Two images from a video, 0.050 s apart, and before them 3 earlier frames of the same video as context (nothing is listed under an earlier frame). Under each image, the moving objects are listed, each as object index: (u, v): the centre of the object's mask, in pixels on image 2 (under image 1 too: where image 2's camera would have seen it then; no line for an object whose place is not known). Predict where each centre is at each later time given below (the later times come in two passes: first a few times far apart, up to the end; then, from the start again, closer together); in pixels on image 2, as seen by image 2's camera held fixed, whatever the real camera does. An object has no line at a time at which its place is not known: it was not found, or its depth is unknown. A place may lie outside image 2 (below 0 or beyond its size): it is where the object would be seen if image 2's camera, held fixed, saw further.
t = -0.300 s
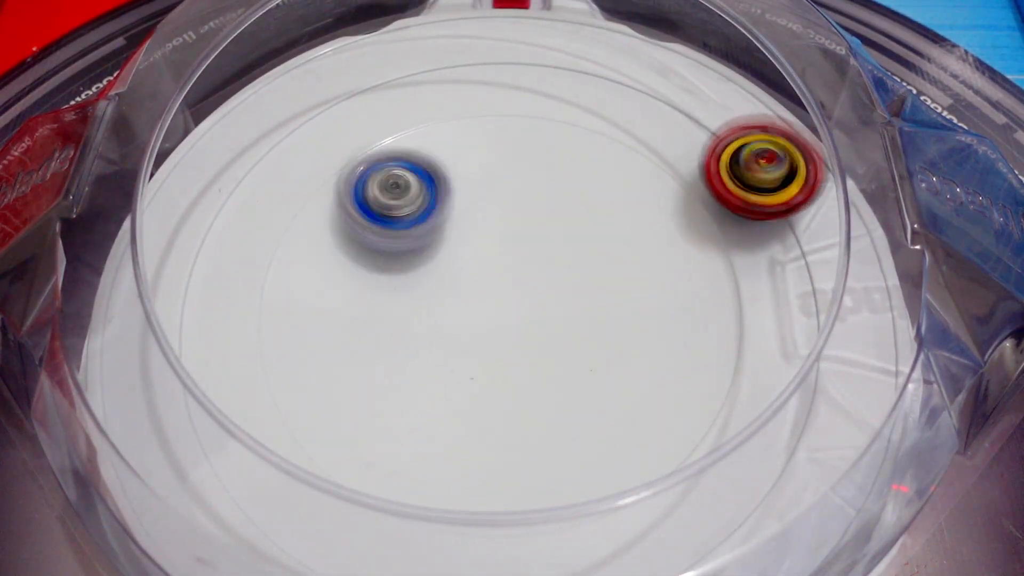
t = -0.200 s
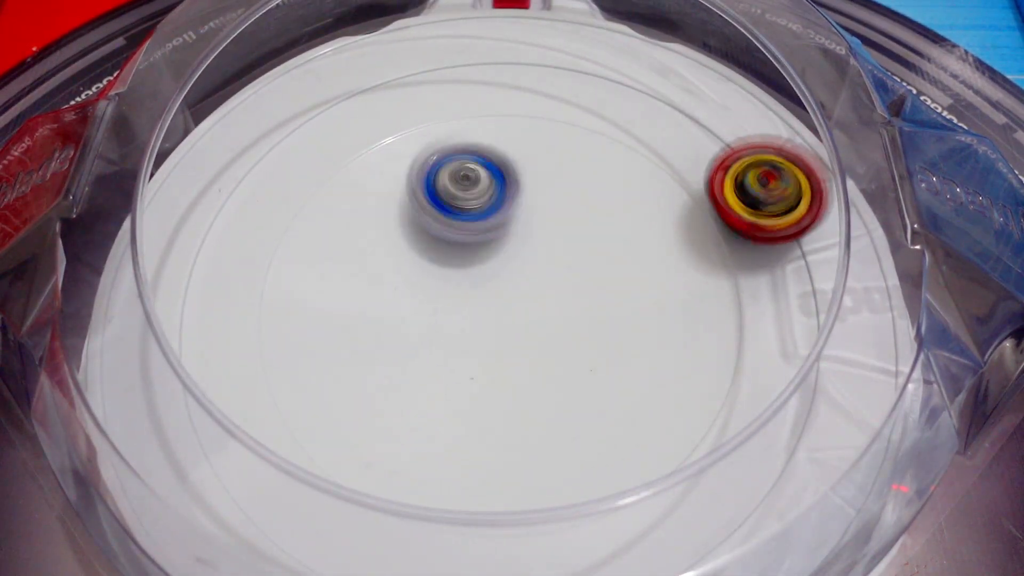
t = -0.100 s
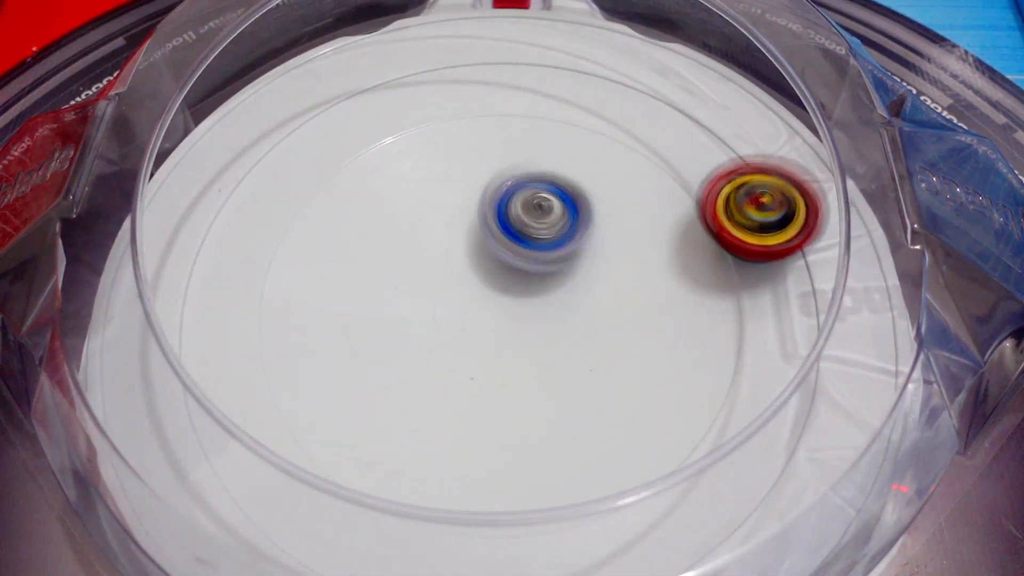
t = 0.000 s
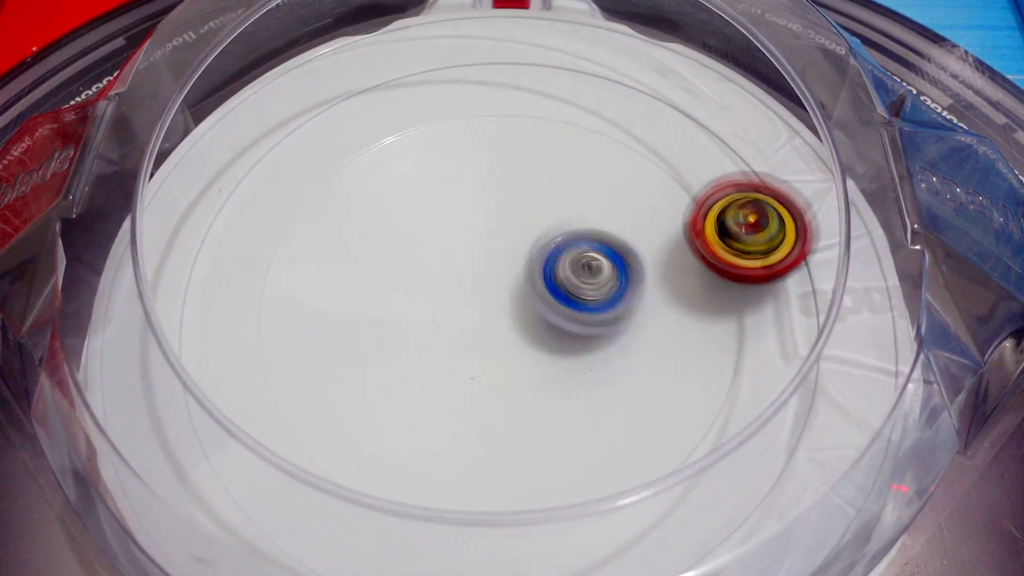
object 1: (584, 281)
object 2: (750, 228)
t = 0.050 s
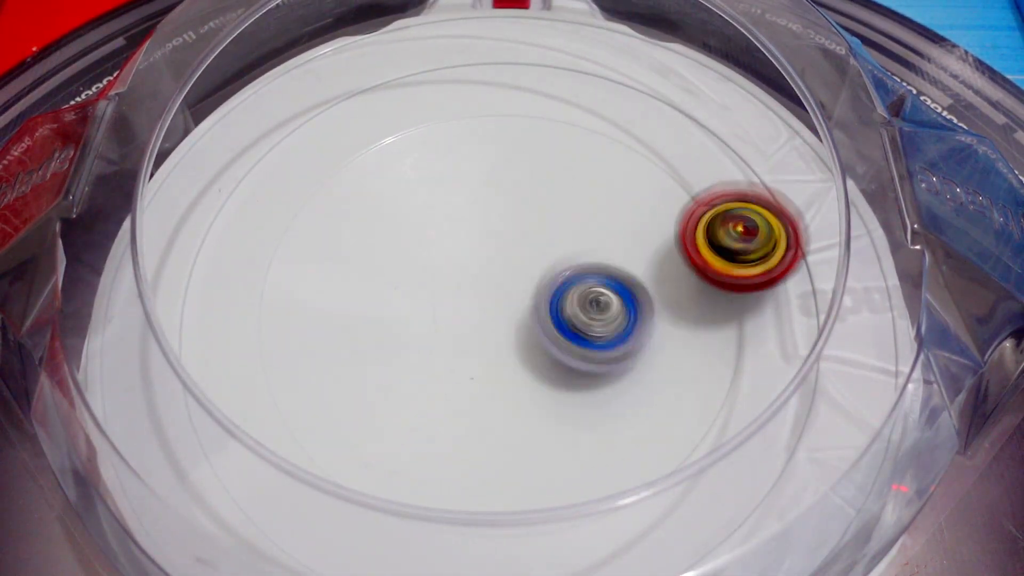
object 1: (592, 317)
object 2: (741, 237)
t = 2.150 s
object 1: (714, 123)
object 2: (529, 301)
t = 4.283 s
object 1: (435, 276)
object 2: (848, 260)
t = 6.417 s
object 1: (562, 304)
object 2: (412, 312)
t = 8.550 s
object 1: (526, 228)
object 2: (414, 378)
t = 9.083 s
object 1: (563, 257)
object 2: (356, 372)
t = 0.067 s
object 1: (594, 327)
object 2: (737, 239)
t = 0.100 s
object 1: (588, 352)
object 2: (720, 247)
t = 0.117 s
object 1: (584, 361)
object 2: (708, 250)
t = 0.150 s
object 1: (570, 384)
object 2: (683, 256)
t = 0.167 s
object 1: (562, 391)
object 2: (667, 257)
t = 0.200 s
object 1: (542, 410)
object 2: (634, 260)
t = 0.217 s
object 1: (533, 415)
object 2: (615, 261)
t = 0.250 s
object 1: (507, 429)
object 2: (577, 261)
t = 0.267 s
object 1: (497, 432)
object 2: (556, 262)
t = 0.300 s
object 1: (469, 436)
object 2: (516, 263)
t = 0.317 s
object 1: (459, 436)
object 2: (496, 266)
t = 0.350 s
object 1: (432, 431)
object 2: (457, 271)
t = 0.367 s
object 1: (423, 428)
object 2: (440, 274)
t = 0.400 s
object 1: (401, 415)
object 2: (407, 281)
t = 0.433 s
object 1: (390, 410)
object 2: (386, 280)
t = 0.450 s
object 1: (385, 409)
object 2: (369, 266)
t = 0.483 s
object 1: (377, 415)
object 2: (346, 245)
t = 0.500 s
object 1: (376, 413)
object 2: (338, 233)
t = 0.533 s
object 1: (374, 406)
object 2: (322, 216)
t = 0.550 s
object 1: (372, 403)
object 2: (314, 208)
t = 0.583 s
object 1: (376, 391)
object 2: (308, 197)
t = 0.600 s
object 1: (377, 381)
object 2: (306, 192)
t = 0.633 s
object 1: (379, 365)
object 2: (303, 185)
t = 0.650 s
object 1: (387, 357)
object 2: (304, 184)
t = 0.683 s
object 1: (395, 336)
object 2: (307, 184)
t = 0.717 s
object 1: (408, 319)
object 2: (313, 187)
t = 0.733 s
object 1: (418, 311)
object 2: (318, 190)
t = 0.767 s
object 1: (436, 292)
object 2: (329, 197)
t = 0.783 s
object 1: (445, 287)
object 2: (334, 201)
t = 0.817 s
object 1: (471, 274)
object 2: (350, 212)
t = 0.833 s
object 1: (481, 268)
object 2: (359, 218)
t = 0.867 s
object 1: (504, 262)
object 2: (376, 230)
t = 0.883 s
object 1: (519, 261)
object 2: (385, 238)
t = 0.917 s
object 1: (543, 256)
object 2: (403, 253)
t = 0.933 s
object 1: (553, 256)
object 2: (413, 260)
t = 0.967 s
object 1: (577, 259)
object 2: (435, 275)
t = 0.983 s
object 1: (584, 260)
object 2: (445, 282)
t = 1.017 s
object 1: (599, 269)
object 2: (471, 294)
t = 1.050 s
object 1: (615, 276)
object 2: (494, 303)
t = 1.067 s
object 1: (623, 281)
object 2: (499, 306)
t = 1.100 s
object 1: (662, 280)
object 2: (478, 318)
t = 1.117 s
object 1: (681, 283)
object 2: (464, 326)
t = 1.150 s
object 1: (714, 283)
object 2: (445, 339)
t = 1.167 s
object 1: (724, 285)
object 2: (438, 342)
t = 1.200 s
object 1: (740, 292)
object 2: (425, 344)
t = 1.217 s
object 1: (745, 297)
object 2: (420, 346)
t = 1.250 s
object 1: (755, 306)
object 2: (418, 347)
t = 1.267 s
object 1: (759, 307)
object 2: (417, 345)
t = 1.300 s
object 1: (763, 313)
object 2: (416, 342)
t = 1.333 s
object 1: (768, 318)
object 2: (420, 340)
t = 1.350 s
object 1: (772, 317)
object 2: (420, 337)
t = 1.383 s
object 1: (776, 310)
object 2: (425, 331)
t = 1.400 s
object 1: (783, 311)
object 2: (431, 329)
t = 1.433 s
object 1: (791, 308)
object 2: (438, 321)
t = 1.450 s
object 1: (783, 303)
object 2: (441, 316)
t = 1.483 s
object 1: (802, 297)
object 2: (450, 305)
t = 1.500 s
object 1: (808, 292)
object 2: (453, 300)
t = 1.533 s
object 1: (809, 278)
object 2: (459, 288)
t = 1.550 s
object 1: (812, 276)
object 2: (463, 281)
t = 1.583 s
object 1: (808, 273)
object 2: (467, 268)
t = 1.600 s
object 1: (806, 272)
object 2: (467, 262)
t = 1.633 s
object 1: (792, 269)
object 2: (469, 250)
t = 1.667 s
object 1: (789, 264)
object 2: (470, 240)
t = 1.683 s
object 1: (787, 260)
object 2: (471, 236)
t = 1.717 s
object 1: (781, 254)
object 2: (470, 229)
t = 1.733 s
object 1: (779, 252)
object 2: (468, 226)
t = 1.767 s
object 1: (777, 243)
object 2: (466, 224)
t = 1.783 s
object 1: (776, 239)
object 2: (465, 224)
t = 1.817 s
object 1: (771, 227)
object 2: (462, 226)
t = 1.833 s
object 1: (773, 220)
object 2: (461, 226)
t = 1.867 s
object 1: (764, 207)
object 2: (457, 231)
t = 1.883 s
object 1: (761, 202)
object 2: (453, 235)
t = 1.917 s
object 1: (756, 191)
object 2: (449, 244)
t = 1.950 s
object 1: (753, 180)
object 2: (447, 256)
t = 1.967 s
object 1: (750, 174)
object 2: (449, 262)
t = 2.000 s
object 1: (745, 163)
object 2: (456, 275)
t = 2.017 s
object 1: (742, 156)
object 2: (461, 282)
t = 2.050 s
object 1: (735, 144)
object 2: (476, 292)
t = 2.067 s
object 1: (732, 139)
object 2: (484, 295)
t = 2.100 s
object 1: (726, 128)
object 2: (502, 300)
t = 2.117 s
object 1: (722, 126)
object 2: (511, 302)
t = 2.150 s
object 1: (714, 123)
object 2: (529, 301)
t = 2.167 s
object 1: (711, 122)
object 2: (539, 298)
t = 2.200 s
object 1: (703, 118)
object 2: (554, 292)
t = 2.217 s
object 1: (698, 115)
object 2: (560, 289)
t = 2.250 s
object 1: (691, 108)
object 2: (570, 278)
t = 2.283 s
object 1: (679, 101)
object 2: (577, 267)
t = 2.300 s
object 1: (674, 97)
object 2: (579, 259)
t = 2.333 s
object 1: (664, 90)
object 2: (578, 246)
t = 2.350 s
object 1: (660, 87)
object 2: (576, 241)
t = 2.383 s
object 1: (651, 83)
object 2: (569, 228)
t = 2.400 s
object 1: (647, 81)
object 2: (564, 221)
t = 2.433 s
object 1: (639, 77)
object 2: (549, 212)
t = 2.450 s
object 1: (635, 75)
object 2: (539, 210)
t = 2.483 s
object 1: (627, 70)
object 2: (518, 208)
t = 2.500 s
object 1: (620, 69)
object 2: (507, 209)
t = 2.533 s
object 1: (611, 63)
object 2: (485, 216)
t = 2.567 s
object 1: (599, 62)
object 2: (464, 231)
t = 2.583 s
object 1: (594, 61)
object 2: (456, 241)
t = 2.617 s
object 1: (585, 59)
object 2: (442, 262)
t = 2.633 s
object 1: (582, 59)
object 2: (436, 272)
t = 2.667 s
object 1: (572, 57)
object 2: (431, 296)
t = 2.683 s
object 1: (566, 56)
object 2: (432, 310)
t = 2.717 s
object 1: (556, 54)
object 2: (438, 333)
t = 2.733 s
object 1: (551, 53)
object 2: (441, 343)
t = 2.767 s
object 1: (540, 51)
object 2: (455, 361)
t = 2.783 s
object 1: (534, 51)
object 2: (466, 369)
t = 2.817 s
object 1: (522, 51)
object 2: (487, 382)
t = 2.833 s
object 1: (516, 51)
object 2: (496, 388)
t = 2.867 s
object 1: (506, 51)
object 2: (520, 394)
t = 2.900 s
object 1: (496, 52)
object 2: (546, 395)
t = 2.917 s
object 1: (492, 52)
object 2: (560, 392)
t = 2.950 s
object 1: (483, 52)
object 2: (584, 384)
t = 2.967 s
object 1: (478, 53)
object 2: (596, 380)
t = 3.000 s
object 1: (469, 54)
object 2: (616, 365)
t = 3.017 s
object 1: (465, 54)
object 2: (622, 355)
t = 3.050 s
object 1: (456, 54)
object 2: (631, 334)
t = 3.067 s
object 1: (451, 56)
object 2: (635, 323)
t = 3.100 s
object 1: (444, 56)
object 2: (633, 299)
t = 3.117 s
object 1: (440, 57)
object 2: (628, 288)
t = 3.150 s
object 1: (430, 60)
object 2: (616, 267)
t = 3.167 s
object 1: (426, 61)
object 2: (608, 256)
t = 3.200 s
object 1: (418, 64)
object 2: (586, 239)
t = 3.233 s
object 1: (410, 70)
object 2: (560, 226)
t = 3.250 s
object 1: (406, 71)
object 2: (549, 221)
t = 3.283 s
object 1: (398, 75)
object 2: (520, 214)
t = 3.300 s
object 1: (395, 77)
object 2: (504, 213)
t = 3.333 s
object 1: (389, 82)
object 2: (476, 213)
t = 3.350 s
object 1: (385, 84)
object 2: (463, 214)
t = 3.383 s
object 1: (380, 88)
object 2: (438, 220)
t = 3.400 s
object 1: (378, 91)
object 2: (426, 224)
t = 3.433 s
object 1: (373, 97)
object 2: (405, 236)
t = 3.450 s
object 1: (371, 100)
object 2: (397, 241)
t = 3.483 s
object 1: (367, 106)
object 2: (380, 256)
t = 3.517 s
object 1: (364, 112)
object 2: (367, 274)
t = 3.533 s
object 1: (362, 115)
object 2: (364, 283)
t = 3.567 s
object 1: (358, 121)
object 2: (358, 303)
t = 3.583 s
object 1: (357, 126)
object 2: (355, 315)
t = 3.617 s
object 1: (356, 132)
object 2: (358, 336)
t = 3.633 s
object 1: (356, 137)
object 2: (361, 345)
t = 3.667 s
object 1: (363, 149)
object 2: (374, 366)
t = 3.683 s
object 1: (368, 157)
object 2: (383, 377)
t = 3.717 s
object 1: (380, 172)
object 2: (407, 391)
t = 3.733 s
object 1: (388, 180)
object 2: (419, 394)
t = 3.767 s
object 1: (406, 198)
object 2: (450, 401)
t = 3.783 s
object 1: (416, 209)
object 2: (468, 399)
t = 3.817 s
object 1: (438, 228)
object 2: (499, 395)
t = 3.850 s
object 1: (461, 249)
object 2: (529, 384)
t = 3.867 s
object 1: (473, 258)
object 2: (543, 378)
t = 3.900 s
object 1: (494, 274)
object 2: (566, 358)
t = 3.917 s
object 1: (501, 282)
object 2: (579, 349)
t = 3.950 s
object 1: (490, 281)
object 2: (637, 350)
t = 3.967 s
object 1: (484, 279)
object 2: (664, 347)
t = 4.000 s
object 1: (473, 281)
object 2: (710, 341)
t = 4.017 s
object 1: (468, 282)
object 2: (730, 335)
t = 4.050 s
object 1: (457, 286)
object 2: (758, 322)
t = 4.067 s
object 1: (450, 287)
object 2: (775, 320)
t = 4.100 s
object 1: (440, 289)
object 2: (804, 311)
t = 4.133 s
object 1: (435, 288)
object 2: (826, 304)
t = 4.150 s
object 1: (433, 289)
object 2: (832, 297)
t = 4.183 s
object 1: (429, 289)
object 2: (834, 288)
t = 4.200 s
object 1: (427, 287)
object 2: (837, 282)
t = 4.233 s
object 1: (426, 284)
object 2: (838, 272)
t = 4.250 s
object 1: (427, 280)
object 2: (838, 267)
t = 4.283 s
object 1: (435, 276)
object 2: (848, 260)
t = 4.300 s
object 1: (440, 278)
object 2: (850, 259)
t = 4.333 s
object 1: (449, 281)
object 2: (859, 252)
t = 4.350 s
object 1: (455, 283)
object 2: (863, 248)
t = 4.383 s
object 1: (465, 288)
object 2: (875, 245)
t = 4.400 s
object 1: (470, 289)
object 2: (889, 244)
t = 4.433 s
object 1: (481, 297)
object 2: (887, 240)
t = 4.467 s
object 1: (490, 309)
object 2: (894, 231)
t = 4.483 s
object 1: (490, 316)
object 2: (885, 231)
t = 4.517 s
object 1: (491, 325)
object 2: (872, 223)
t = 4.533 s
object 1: (493, 330)
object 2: (869, 219)
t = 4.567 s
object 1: (495, 338)
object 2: (862, 216)
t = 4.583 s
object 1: (496, 343)
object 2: (861, 209)
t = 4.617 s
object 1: (493, 354)
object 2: (858, 206)
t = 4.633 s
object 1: (489, 358)
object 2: (856, 200)
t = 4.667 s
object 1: (481, 363)
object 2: (853, 197)
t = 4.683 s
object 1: (478, 364)
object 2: (849, 193)
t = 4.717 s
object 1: (474, 366)
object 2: (847, 187)
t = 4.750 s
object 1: (464, 367)
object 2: (837, 187)
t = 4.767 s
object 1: (459, 365)
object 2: (834, 188)
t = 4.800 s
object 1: (451, 357)
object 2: (818, 192)
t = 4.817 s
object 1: (449, 351)
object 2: (814, 191)
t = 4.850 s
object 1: (450, 342)
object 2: (790, 196)
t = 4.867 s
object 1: (449, 339)
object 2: (784, 197)
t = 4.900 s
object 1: (454, 324)
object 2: (769, 200)
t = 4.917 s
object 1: (459, 318)
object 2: (756, 204)
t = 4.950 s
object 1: (471, 310)
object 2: (738, 209)
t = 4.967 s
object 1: (478, 306)
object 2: (725, 212)
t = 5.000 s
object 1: (489, 300)
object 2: (699, 221)
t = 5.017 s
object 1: (493, 297)
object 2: (684, 227)
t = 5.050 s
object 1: (509, 291)
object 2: (650, 235)
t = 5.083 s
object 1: (518, 297)
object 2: (618, 239)
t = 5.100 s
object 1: (496, 312)
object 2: (630, 225)
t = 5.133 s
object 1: (454, 336)
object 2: (650, 192)
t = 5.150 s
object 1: (433, 351)
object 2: (657, 177)
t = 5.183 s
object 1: (395, 365)
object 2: (665, 153)
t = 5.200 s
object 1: (381, 373)
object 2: (666, 141)
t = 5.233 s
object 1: (351, 386)
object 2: (663, 125)
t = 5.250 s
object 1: (343, 387)
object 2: (663, 118)
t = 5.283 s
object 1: (325, 393)
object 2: (662, 107)
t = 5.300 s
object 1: (319, 390)
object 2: (662, 103)
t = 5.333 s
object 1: (311, 389)
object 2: (667, 94)
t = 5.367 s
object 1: (307, 382)
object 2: (673, 85)
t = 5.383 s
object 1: (305, 379)
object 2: (676, 82)
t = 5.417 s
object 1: (306, 366)
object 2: (673, 82)
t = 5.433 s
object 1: (306, 364)
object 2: (670, 82)
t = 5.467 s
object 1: (309, 350)
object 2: (664, 84)
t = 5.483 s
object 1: (313, 348)
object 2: (663, 84)
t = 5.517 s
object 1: (320, 334)
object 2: (660, 85)
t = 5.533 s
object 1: (327, 329)
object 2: (661, 85)
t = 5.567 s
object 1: (337, 317)
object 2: (662, 83)
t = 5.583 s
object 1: (348, 310)
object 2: (663, 83)
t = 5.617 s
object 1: (360, 304)
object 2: (664, 81)
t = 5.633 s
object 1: (370, 295)
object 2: (664, 81)
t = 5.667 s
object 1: (388, 292)
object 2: (665, 80)
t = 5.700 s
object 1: (410, 282)
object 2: (663, 79)
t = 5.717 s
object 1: (418, 281)
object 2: (662, 79)
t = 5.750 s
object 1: (442, 273)
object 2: (661, 80)
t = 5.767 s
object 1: (452, 274)
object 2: (658, 80)
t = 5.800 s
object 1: (472, 266)
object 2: (657, 82)
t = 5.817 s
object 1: (485, 266)
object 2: (655, 83)
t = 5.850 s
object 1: (498, 264)
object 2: (651, 85)
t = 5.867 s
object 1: (510, 262)
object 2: (652, 86)
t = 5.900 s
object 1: (521, 264)
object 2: (647, 89)
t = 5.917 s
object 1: (530, 261)
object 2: (646, 90)
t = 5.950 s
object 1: (543, 265)
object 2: (642, 94)
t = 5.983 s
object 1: (559, 263)
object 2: (636, 97)
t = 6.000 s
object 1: (561, 266)
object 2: (635, 99)
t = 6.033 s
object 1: (571, 265)
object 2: (630, 104)
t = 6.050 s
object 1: (578, 268)
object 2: (624, 106)
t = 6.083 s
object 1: (581, 269)
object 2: (615, 116)
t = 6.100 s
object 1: (589, 271)
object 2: (607, 121)
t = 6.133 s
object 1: (590, 276)
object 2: (591, 133)
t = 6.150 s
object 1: (595, 274)
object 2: (582, 141)
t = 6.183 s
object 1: (595, 282)
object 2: (557, 159)
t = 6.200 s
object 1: (596, 279)
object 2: (546, 167)
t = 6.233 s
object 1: (596, 287)
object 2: (518, 185)
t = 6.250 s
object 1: (594, 286)
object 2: (505, 197)
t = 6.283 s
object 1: (595, 292)
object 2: (478, 217)
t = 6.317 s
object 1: (593, 294)
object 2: (454, 240)
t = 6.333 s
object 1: (588, 297)
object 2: (444, 253)
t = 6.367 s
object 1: (580, 300)
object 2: (427, 276)
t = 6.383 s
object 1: (576, 303)
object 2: (420, 288)
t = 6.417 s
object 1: (562, 304)
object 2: (412, 312)
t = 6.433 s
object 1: (558, 305)
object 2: (408, 324)
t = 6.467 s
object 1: (542, 303)
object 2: (407, 343)
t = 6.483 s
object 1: (537, 302)
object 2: (408, 353)
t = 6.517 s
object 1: (523, 299)
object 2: (410, 372)
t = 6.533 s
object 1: (520, 297)
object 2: (413, 379)
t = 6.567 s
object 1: (506, 295)
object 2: (419, 394)
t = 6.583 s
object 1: (504, 289)
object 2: (424, 403)
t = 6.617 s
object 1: (493, 286)
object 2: (434, 416)
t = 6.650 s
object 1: (488, 278)
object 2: (444, 428)
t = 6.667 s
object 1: (483, 275)
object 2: (453, 433)
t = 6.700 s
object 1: (478, 270)
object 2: (467, 441)
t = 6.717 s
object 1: (474, 267)
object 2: (476, 446)
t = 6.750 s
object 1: (469, 261)
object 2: (496, 447)
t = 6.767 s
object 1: (466, 258)
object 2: (507, 446)
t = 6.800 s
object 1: (463, 252)
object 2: (529, 435)
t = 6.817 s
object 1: (462, 250)
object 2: (537, 428)
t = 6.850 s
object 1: (462, 244)
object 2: (552, 409)
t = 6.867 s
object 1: (461, 243)
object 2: (556, 398)
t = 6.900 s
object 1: (463, 240)
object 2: (563, 373)
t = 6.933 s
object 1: (465, 238)
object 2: (565, 347)
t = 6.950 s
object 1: (470, 238)
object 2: (563, 335)
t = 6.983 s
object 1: (472, 241)
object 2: (559, 311)
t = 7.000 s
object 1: (474, 238)
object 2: (558, 304)
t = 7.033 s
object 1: (467, 235)
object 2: (570, 298)
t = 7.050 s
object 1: (466, 233)
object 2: (573, 296)
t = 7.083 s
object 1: (463, 235)
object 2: (577, 288)
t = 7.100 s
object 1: (465, 236)
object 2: (576, 282)
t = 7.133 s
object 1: (462, 245)
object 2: (574, 276)
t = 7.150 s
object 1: (455, 245)
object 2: (585, 279)
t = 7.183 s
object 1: (430, 247)
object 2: (616, 282)
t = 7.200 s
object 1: (424, 251)
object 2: (632, 276)
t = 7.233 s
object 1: (411, 252)
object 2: (655, 278)
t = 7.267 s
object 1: (399, 259)
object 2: (677, 279)
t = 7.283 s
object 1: (399, 261)
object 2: (684, 281)
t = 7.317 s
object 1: (393, 265)
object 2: (699, 281)
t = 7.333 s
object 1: (394, 269)
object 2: (704, 280)
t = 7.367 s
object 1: (392, 274)
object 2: (713, 280)
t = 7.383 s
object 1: (392, 277)
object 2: (715, 281)
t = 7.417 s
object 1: (393, 284)
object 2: (719, 282)
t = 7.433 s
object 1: (395, 285)
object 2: (718, 281)
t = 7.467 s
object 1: (400, 293)
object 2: (716, 282)
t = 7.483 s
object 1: (405, 294)
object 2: (713, 282)
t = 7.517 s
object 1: (411, 301)
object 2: (706, 282)
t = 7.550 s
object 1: (420, 311)
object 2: (693, 283)
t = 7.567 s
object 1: (426, 310)
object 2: (687, 284)
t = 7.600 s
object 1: (434, 319)
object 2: (667, 284)
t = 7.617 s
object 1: (443, 323)
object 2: (656, 286)
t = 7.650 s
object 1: (452, 326)
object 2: (631, 290)
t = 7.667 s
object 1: (457, 333)
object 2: (619, 292)
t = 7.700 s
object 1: (469, 337)
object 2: (590, 299)
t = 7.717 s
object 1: (470, 340)
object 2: (577, 302)
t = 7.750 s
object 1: (453, 349)
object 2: (581, 298)
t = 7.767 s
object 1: (430, 350)
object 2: (606, 293)
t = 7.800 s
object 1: (382, 354)
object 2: (639, 280)
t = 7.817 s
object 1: (352, 355)
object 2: (655, 270)
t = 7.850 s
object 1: (315, 354)
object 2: (685, 261)
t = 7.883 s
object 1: (285, 352)
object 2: (701, 254)
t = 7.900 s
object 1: (269, 355)
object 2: (707, 250)
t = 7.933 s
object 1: (253, 348)
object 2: (717, 249)
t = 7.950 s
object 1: (252, 345)
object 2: (718, 248)
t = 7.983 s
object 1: (248, 342)
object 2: (718, 249)
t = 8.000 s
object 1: (246, 334)
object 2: (715, 251)
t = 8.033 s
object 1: (253, 330)
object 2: (707, 255)
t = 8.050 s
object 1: (253, 333)
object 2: (702, 255)
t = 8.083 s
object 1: (267, 325)
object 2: (691, 261)
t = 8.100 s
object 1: (280, 321)
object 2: (683, 266)
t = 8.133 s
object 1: (297, 315)
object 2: (667, 274)
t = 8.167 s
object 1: (317, 309)
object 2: (647, 281)
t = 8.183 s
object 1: (333, 300)
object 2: (637, 286)
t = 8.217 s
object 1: (359, 296)
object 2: (613, 294)
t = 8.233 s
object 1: (370, 293)
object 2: (600, 299)
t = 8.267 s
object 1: (400, 283)
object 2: (575, 305)
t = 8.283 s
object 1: (416, 282)
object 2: (561, 306)
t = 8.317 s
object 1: (438, 273)
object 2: (536, 317)
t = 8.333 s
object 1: (446, 264)
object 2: (530, 327)
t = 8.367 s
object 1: (463, 245)
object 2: (513, 340)
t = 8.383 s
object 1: (467, 242)
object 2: (503, 344)
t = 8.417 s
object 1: (483, 227)
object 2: (481, 356)
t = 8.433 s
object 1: (490, 228)
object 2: (471, 361)
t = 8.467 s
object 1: (504, 223)
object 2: (451, 368)
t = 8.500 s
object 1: (514, 224)
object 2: (433, 374)
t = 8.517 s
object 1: (520, 224)
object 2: (426, 375)
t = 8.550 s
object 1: (526, 228)
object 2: (414, 378)
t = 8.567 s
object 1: (526, 227)
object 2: (409, 376)
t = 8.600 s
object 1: (529, 233)
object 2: (403, 373)
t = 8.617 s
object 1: (527, 237)
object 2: (399, 371)
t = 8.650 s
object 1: (525, 243)
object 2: (396, 368)
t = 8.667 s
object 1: (526, 249)
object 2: (395, 366)
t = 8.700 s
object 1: (523, 257)
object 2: (398, 358)
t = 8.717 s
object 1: (520, 259)
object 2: (399, 354)
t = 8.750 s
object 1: (517, 267)
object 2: (405, 348)
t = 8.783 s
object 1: (515, 275)
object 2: (413, 340)
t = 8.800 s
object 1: (512, 276)
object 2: (416, 335)
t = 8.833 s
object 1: (511, 279)
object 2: (408, 330)
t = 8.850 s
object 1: (512, 279)
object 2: (410, 329)
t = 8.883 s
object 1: (527, 266)
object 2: (395, 338)
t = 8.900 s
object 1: (535, 263)
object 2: (385, 345)
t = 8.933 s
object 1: (549, 254)
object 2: (373, 351)
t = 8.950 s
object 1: (555, 254)
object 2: (368, 355)
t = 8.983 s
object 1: (562, 248)
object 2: (358, 362)
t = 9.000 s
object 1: (563, 251)
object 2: (355, 364)
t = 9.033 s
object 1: (565, 250)
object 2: (351, 371)
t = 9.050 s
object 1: (565, 255)
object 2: (351, 372)
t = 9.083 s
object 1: (563, 257)
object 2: (356, 372)
